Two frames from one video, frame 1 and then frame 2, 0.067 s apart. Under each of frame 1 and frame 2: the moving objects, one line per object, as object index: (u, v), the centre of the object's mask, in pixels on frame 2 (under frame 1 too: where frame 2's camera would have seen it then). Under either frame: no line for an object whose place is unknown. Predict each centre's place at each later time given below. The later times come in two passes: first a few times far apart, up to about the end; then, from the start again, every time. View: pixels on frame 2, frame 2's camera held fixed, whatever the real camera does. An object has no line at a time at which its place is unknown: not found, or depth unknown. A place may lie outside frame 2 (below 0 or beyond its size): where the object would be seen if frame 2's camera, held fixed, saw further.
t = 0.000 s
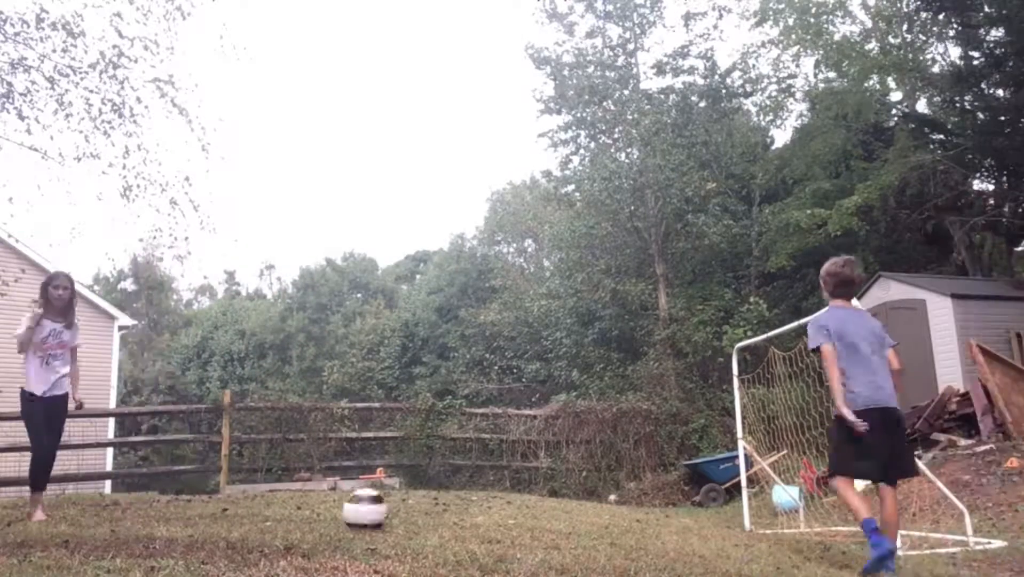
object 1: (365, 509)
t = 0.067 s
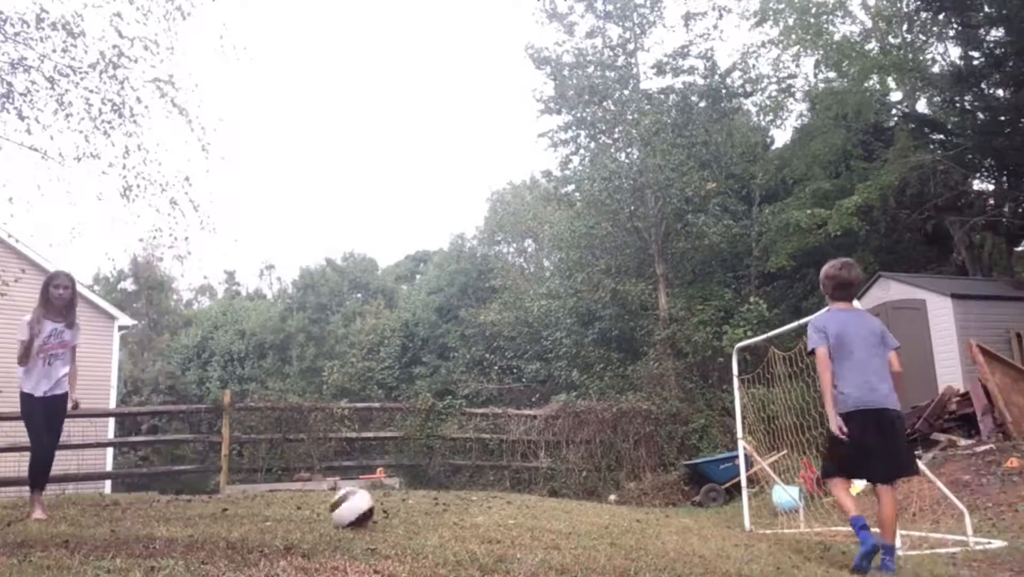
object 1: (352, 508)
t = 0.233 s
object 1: (325, 506)
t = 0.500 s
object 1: (290, 504)
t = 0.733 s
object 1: (270, 503)
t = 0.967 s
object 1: (257, 504)
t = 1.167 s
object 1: (254, 504)
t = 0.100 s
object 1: (340, 507)
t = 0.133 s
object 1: (340, 507)
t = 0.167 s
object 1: (335, 508)
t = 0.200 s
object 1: (330, 507)
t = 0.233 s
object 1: (325, 506)
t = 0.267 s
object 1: (320, 506)
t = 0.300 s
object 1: (315, 506)
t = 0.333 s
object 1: (311, 505)
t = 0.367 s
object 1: (307, 504)
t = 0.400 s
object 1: (302, 505)
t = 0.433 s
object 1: (297, 505)
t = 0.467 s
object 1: (293, 505)
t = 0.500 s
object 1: (290, 504)
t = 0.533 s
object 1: (287, 504)
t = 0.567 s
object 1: (284, 504)
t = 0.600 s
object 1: (281, 504)
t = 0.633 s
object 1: (278, 504)
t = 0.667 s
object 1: (275, 504)
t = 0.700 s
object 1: (273, 504)
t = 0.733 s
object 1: (270, 503)
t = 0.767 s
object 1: (268, 503)
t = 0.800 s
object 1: (265, 502)
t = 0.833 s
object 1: (263, 502)
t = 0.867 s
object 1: (261, 502)
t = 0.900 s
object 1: (259, 503)
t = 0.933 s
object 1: (258, 503)
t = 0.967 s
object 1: (257, 504)
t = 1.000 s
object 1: (256, 504)
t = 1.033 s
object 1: (255, 504)
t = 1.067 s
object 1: (255, 504)
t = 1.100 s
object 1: (254, 504)
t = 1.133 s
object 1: (254, 504)
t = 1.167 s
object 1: (254, 504)
